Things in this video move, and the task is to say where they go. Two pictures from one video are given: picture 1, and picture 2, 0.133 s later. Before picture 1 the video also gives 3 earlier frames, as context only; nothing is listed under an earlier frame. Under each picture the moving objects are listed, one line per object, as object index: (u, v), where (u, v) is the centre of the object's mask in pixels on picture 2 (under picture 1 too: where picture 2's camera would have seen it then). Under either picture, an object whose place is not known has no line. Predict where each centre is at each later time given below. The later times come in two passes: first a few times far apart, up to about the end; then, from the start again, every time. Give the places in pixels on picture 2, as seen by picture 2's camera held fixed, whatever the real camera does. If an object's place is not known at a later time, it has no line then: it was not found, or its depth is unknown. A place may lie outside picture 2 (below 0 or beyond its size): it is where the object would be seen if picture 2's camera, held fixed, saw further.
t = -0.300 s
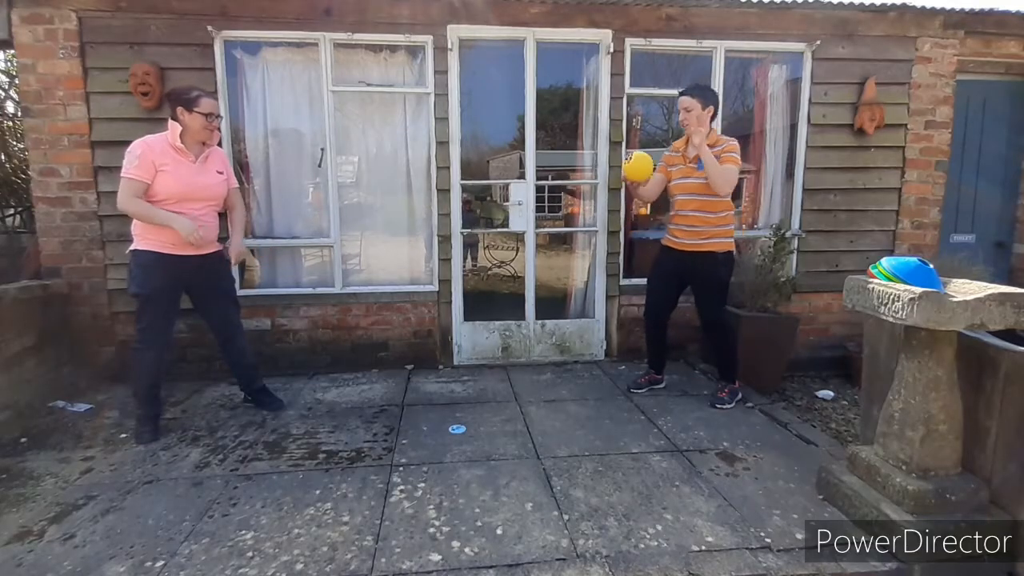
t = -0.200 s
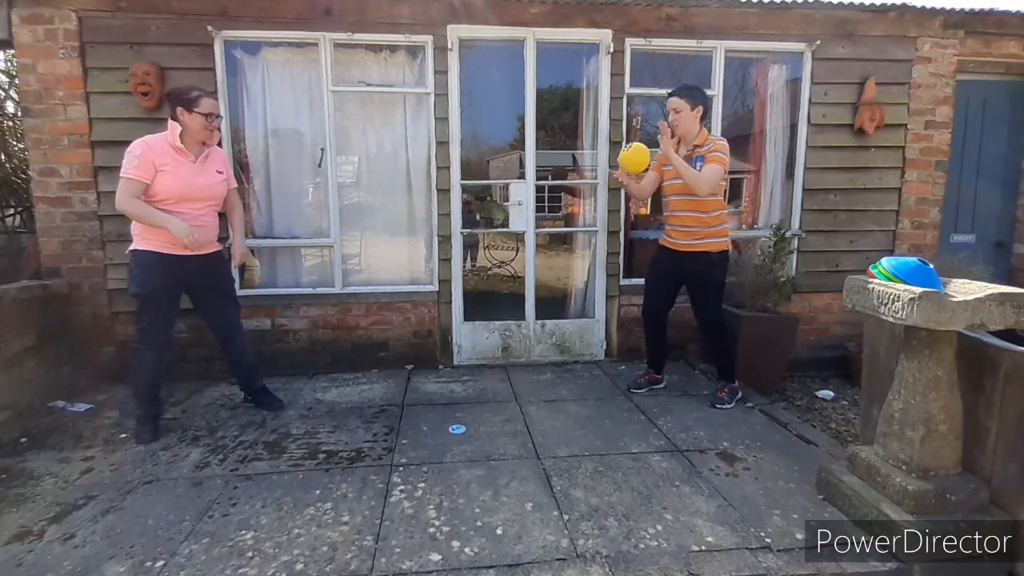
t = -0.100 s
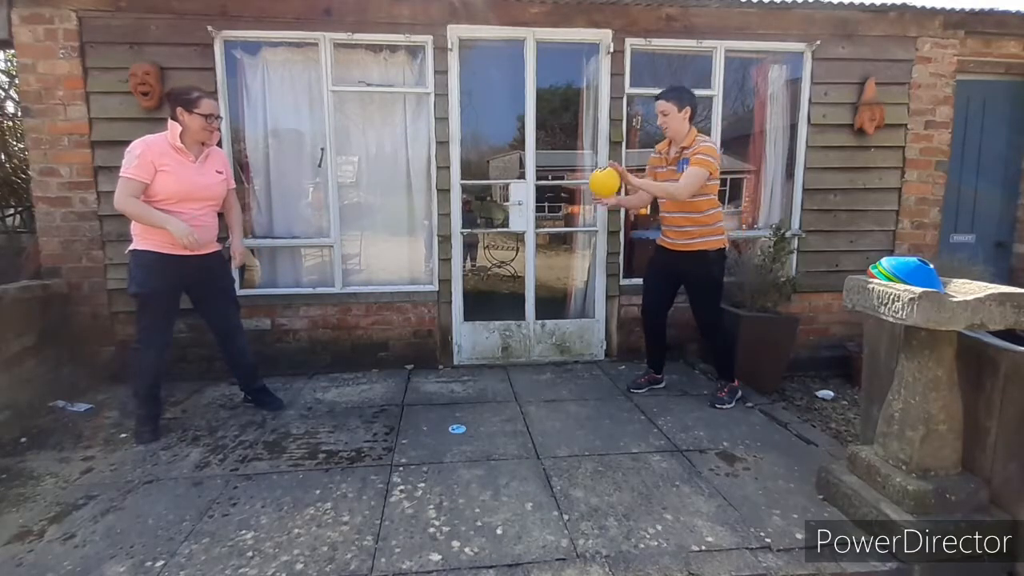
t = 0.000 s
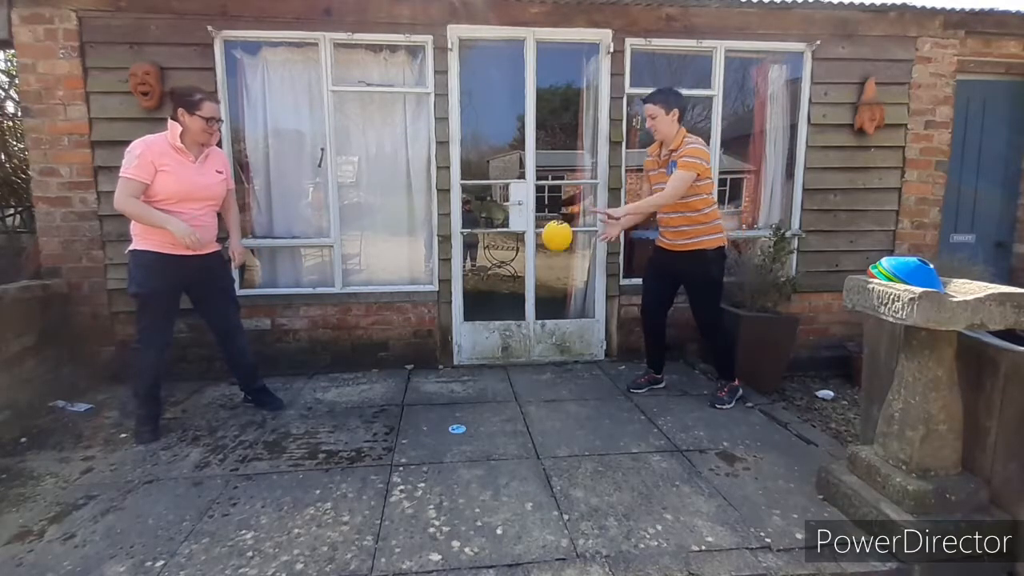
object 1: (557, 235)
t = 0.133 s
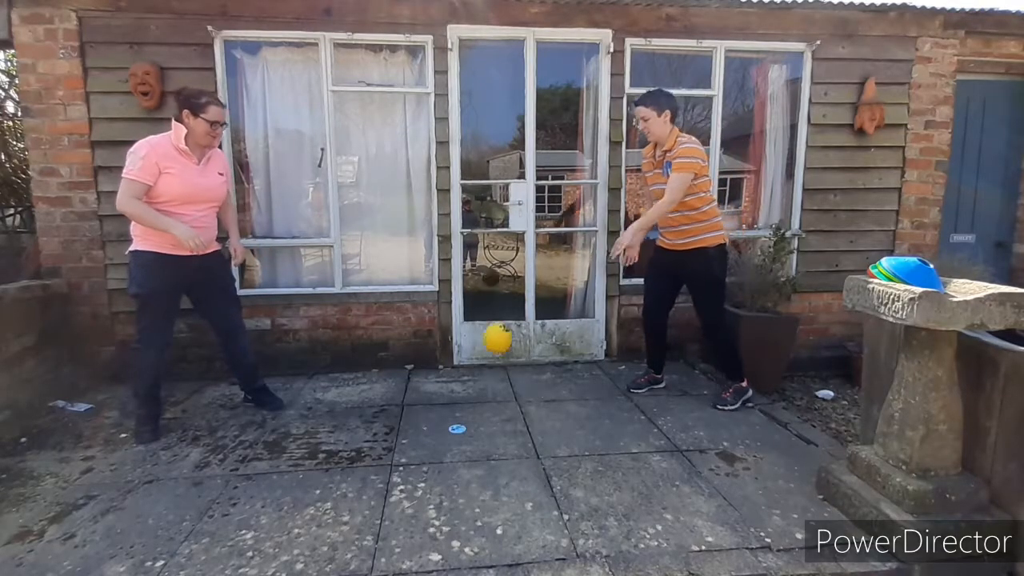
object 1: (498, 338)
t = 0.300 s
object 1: (446, 348)
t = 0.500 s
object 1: (407, 244)
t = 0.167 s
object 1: (483, 368)
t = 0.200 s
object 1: (469, 401)
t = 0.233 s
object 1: (460, 397)
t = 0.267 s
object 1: (453, 371)
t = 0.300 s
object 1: (446, 348)
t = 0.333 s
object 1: (440, 326)
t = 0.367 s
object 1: (433, 305)
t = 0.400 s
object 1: (427, 287)
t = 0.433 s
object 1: (420, 271)
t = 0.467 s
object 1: (414, 256)
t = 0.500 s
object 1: (407, 244)
